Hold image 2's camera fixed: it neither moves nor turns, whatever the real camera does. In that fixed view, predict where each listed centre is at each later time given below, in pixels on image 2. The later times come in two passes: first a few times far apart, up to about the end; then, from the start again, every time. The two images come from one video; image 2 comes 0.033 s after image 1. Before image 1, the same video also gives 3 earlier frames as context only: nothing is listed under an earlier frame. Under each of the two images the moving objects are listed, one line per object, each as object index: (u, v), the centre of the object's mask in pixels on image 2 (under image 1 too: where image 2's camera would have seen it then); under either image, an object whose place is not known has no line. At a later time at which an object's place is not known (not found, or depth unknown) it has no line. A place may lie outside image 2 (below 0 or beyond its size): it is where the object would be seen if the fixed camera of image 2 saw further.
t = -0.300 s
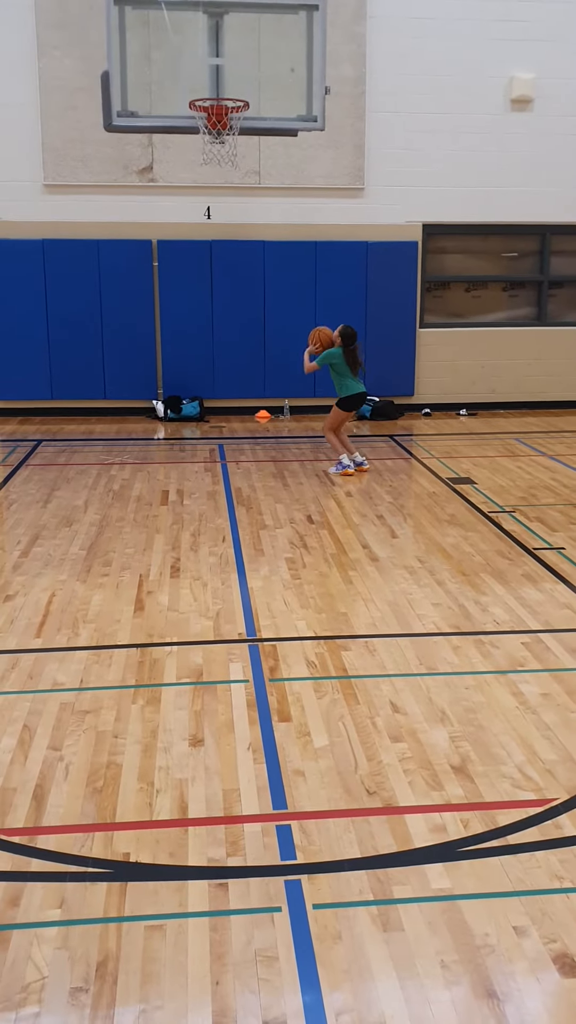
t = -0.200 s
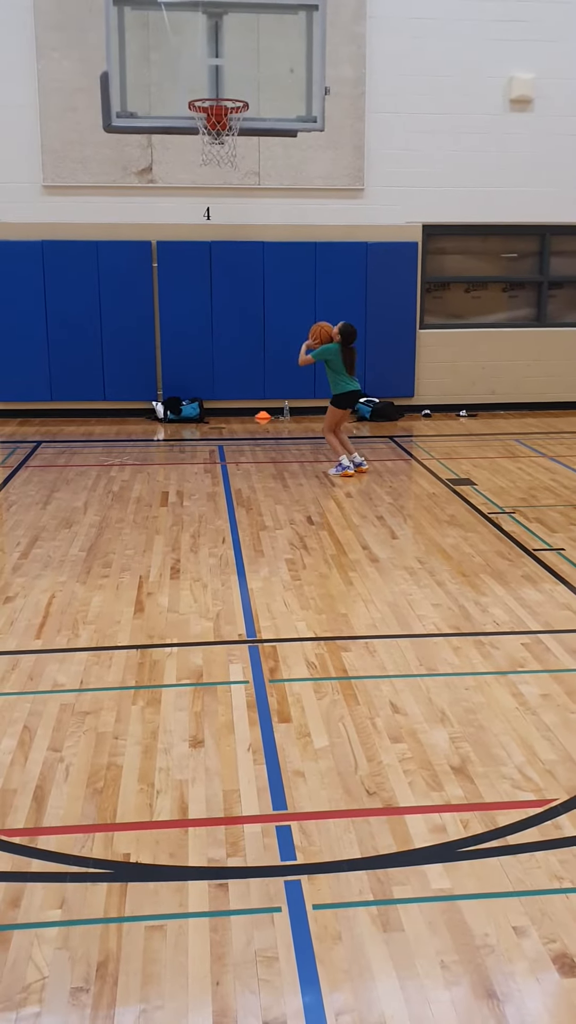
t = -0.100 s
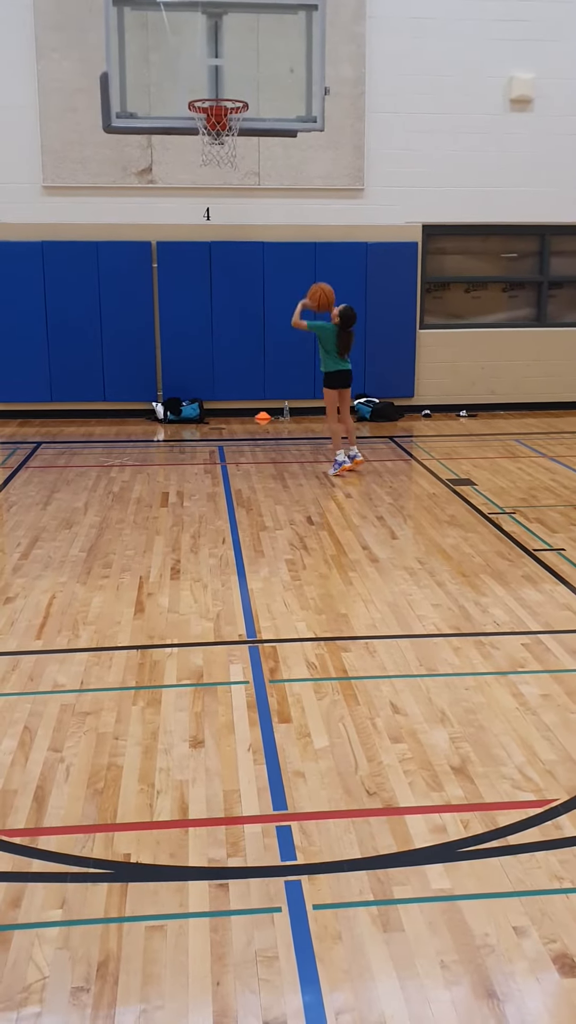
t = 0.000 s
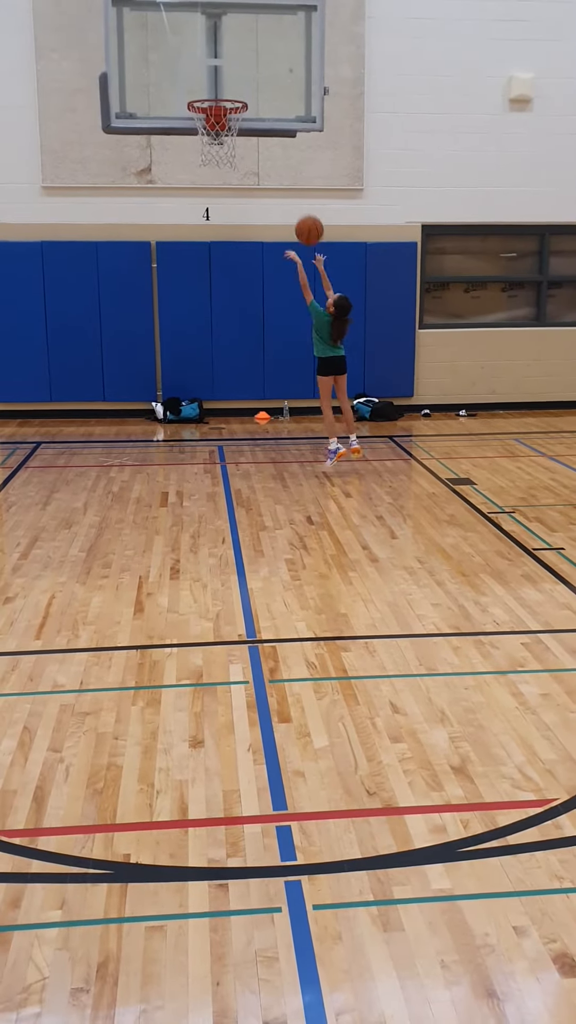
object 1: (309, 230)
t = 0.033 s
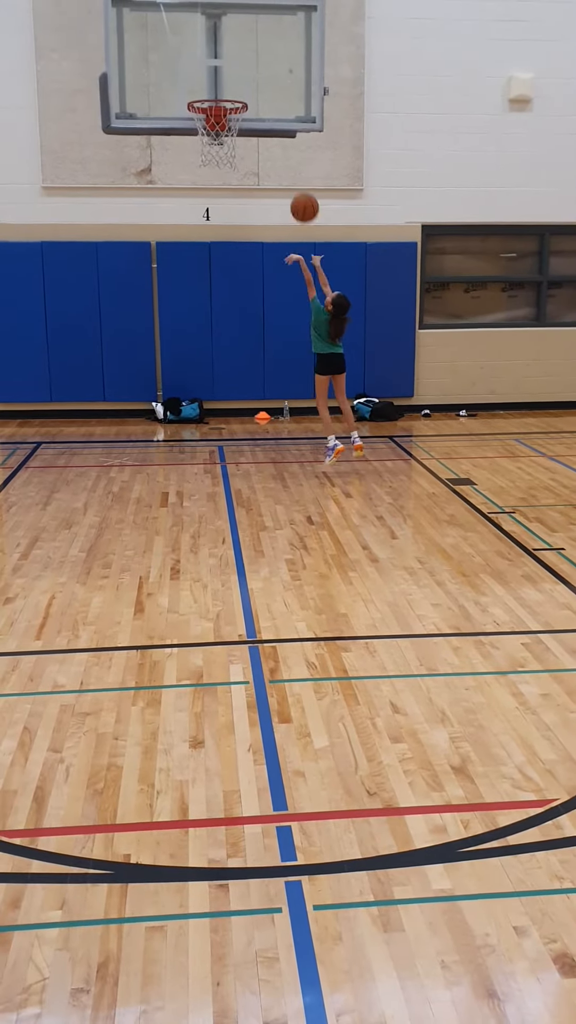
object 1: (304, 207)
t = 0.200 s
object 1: (279, 116)
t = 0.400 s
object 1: (250, 52)
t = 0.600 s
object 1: (225, 38)
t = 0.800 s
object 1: (210, 69)
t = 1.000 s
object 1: (222, 111)
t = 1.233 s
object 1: (217, 169)
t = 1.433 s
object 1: (213, 260)
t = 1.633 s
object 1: (211, 388)
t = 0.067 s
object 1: (300, 186)
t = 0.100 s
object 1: (295, 166)
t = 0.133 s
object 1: (290, 148)
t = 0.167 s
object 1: (284, 131)
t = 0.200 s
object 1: (279, 116)
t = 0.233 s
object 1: (275, 101)
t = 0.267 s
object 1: (270, 88)
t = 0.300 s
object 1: (264, 77)
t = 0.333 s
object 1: (259, 67)
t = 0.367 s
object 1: (255, 59)
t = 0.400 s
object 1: (250, 52)
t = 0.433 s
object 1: (245, 47)
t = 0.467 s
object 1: (240, 42)
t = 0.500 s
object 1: (235, 39)
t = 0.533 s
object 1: (230, 38)
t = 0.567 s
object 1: (227, 37)
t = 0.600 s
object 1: (225, 38)
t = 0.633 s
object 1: (222, 39)
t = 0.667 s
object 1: (220, 42)
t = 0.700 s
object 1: (217, 47)
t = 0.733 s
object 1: (215, 52)
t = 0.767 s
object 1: (212, 60)
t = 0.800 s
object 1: (210, 69)
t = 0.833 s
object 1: (207, 80)
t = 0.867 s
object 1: (205, 90)
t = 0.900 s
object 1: (205, 95)
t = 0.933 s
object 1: (210, 94)
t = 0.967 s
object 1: (215, 96)
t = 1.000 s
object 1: (222, 111)
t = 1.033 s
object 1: (222, 115)
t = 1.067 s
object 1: (224, 118)
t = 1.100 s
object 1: (221, 129)
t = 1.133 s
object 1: (220, 137)
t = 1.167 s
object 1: (219, 147)
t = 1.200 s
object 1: (218, 158)
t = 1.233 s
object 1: (217, 169)
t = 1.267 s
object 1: (216, 181)
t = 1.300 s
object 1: (215, 194)
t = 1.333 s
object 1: (215, 209)
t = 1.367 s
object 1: (214, 226)
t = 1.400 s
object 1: (213, 242)
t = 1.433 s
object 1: (213, 260)
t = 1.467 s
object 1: (212, 279)
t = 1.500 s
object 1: (212, 300)
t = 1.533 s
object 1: (212, 321)
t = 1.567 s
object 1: (211, 343)
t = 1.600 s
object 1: (211, 365)
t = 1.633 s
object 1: (211, 388)
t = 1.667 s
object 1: (211, 413)
